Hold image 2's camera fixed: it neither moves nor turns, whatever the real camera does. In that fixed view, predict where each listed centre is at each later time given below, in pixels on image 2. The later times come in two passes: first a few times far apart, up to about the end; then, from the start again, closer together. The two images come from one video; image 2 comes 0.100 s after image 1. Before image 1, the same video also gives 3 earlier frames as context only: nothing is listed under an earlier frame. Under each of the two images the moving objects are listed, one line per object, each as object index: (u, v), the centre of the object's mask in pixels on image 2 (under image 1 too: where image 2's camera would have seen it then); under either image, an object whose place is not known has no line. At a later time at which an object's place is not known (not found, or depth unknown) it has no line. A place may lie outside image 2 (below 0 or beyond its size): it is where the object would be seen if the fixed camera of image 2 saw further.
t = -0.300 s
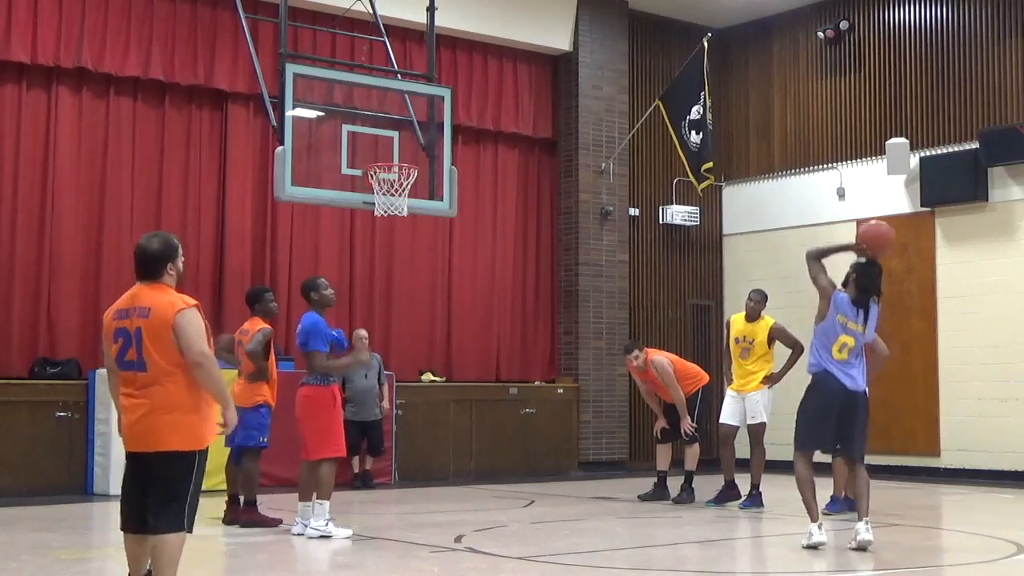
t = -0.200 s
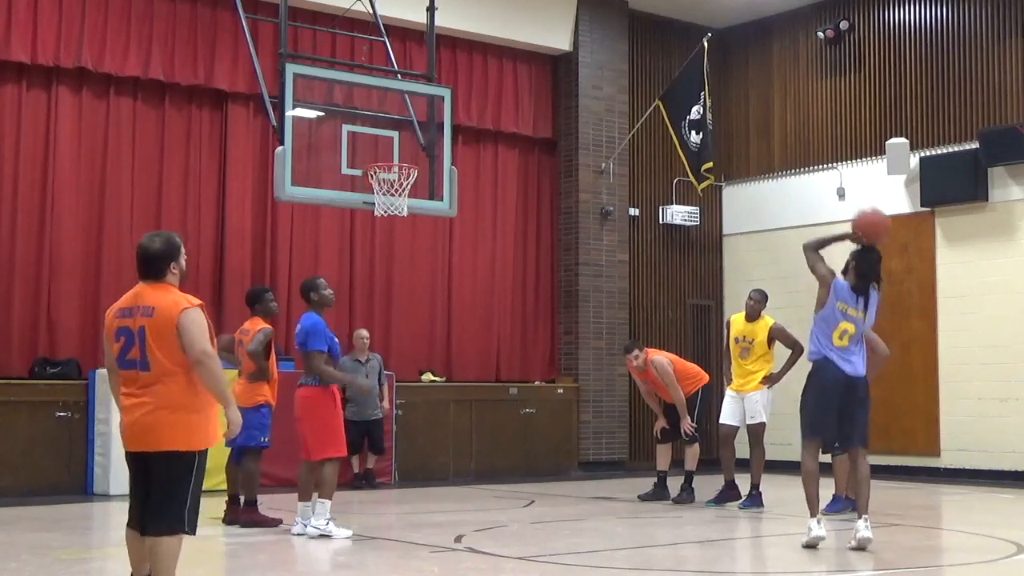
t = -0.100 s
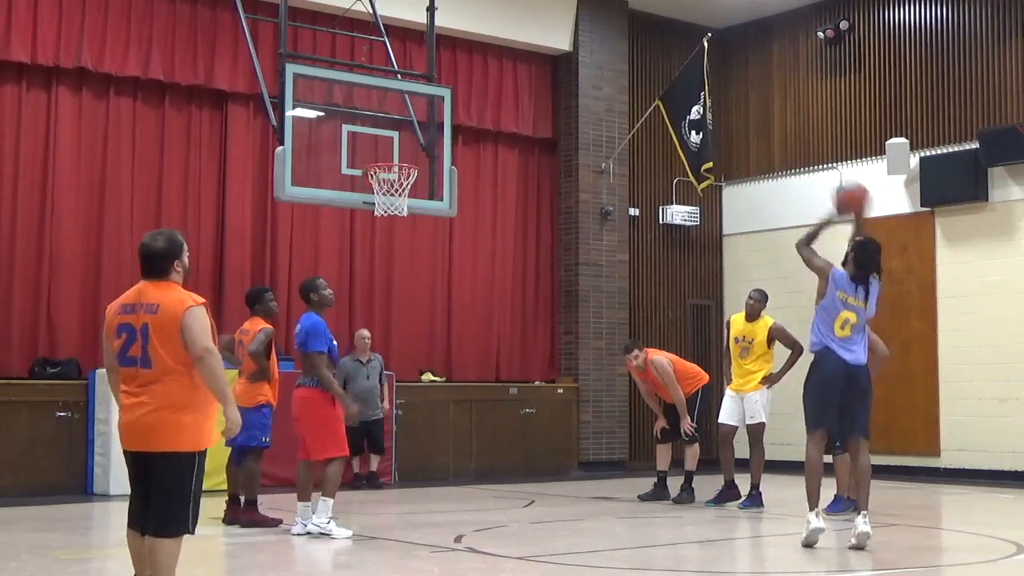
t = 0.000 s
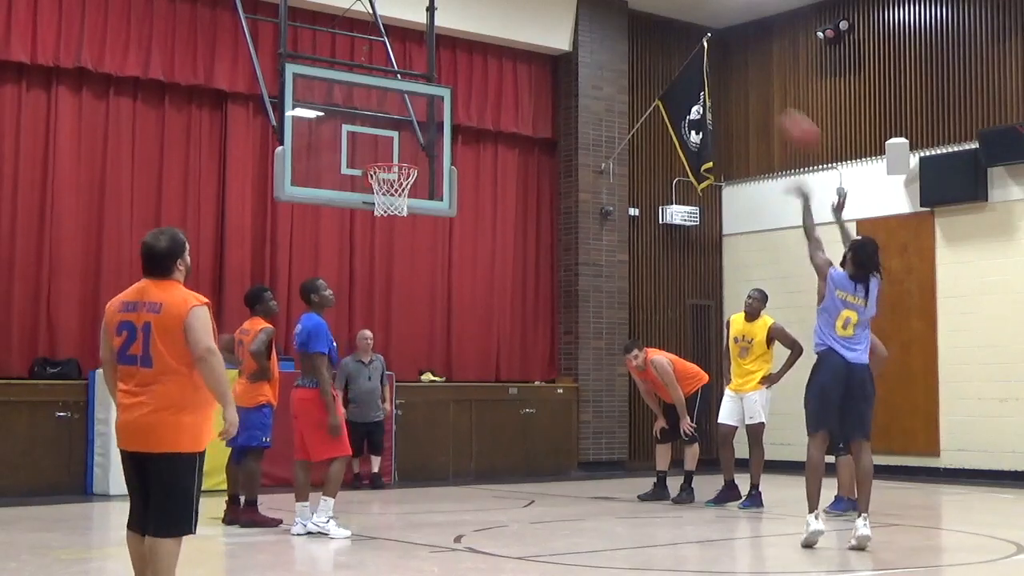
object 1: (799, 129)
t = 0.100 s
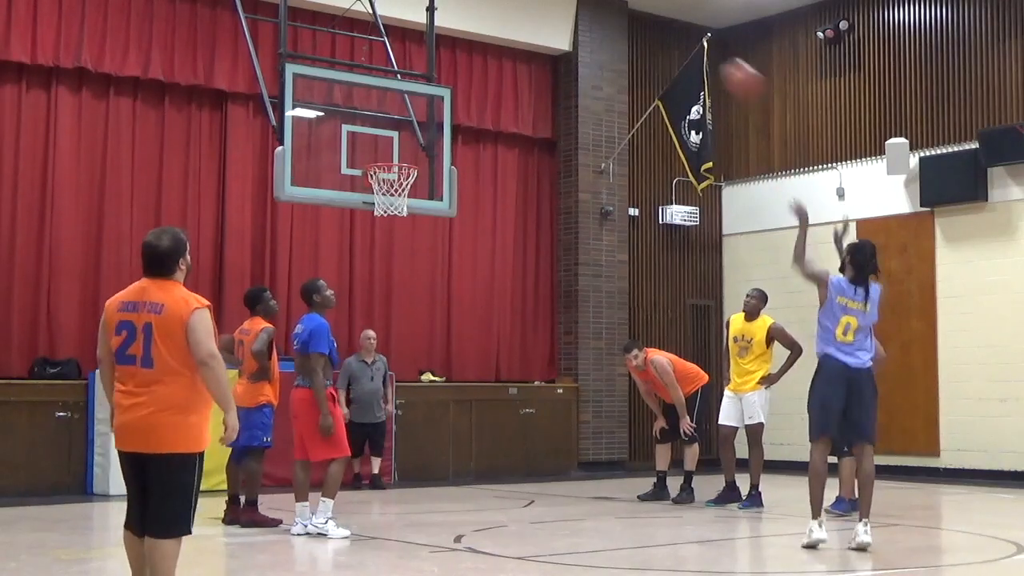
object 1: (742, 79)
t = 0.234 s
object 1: (671, 34)
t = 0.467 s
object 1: (568, 17)
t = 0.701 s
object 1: (480, 59)
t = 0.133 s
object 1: (725, 67)
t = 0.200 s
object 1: (688, 43)
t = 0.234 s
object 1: (671, 34)
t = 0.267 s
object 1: (656, 28)
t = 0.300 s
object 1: (641, 23)
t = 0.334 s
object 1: (625, 18)
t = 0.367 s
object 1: (609, 15)
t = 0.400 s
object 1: (596, 14)
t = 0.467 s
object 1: (568, 17)
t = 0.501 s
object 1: (552, 20)
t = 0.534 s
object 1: (540, 24)
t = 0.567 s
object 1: (527, 29)
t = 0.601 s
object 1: (514, 36)
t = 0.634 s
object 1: (502, 43)
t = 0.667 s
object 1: (490, 51)
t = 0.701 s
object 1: (480, 59)
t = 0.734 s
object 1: (467, 68)
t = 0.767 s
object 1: (456, 80)
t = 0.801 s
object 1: (446, 94)
